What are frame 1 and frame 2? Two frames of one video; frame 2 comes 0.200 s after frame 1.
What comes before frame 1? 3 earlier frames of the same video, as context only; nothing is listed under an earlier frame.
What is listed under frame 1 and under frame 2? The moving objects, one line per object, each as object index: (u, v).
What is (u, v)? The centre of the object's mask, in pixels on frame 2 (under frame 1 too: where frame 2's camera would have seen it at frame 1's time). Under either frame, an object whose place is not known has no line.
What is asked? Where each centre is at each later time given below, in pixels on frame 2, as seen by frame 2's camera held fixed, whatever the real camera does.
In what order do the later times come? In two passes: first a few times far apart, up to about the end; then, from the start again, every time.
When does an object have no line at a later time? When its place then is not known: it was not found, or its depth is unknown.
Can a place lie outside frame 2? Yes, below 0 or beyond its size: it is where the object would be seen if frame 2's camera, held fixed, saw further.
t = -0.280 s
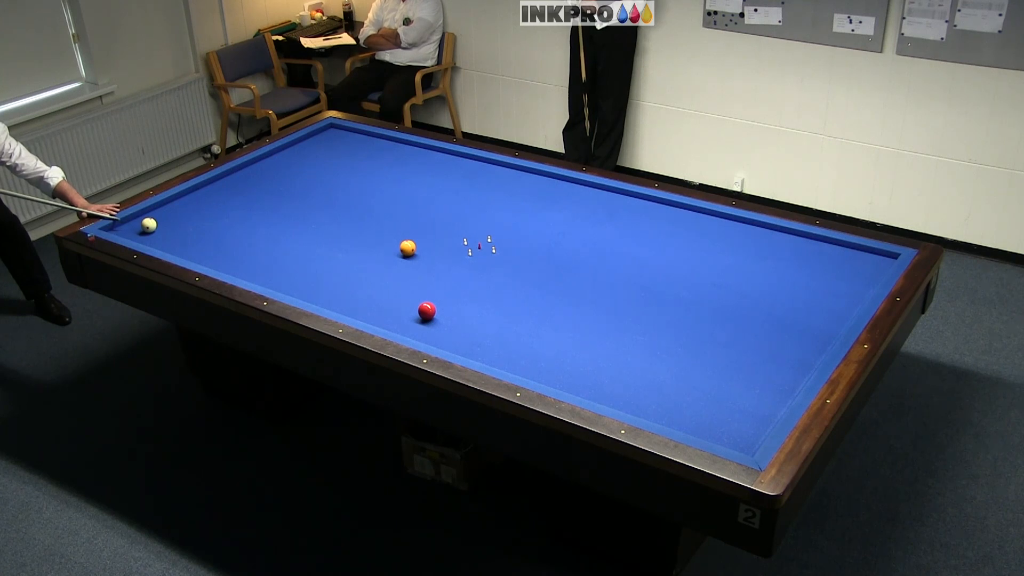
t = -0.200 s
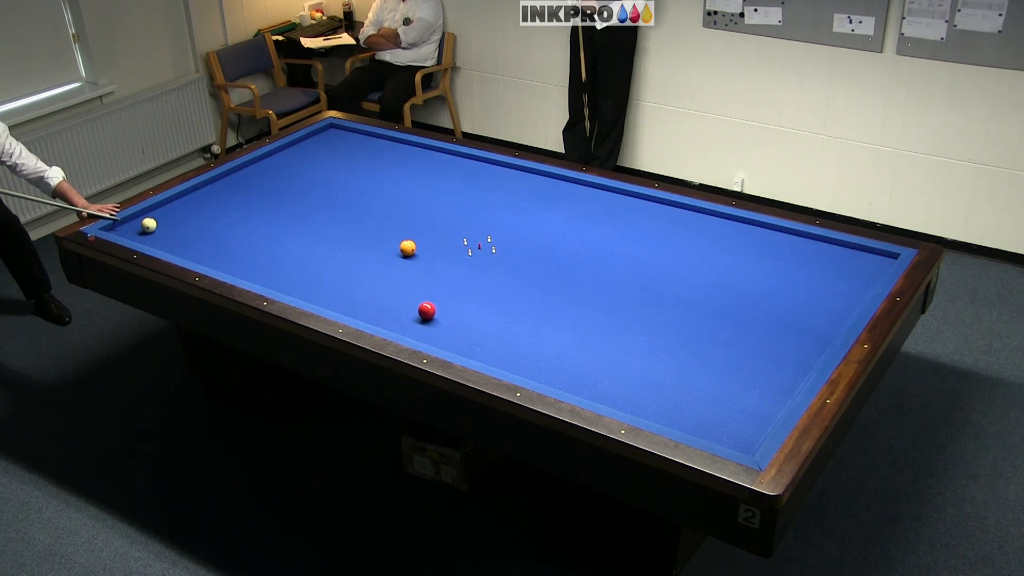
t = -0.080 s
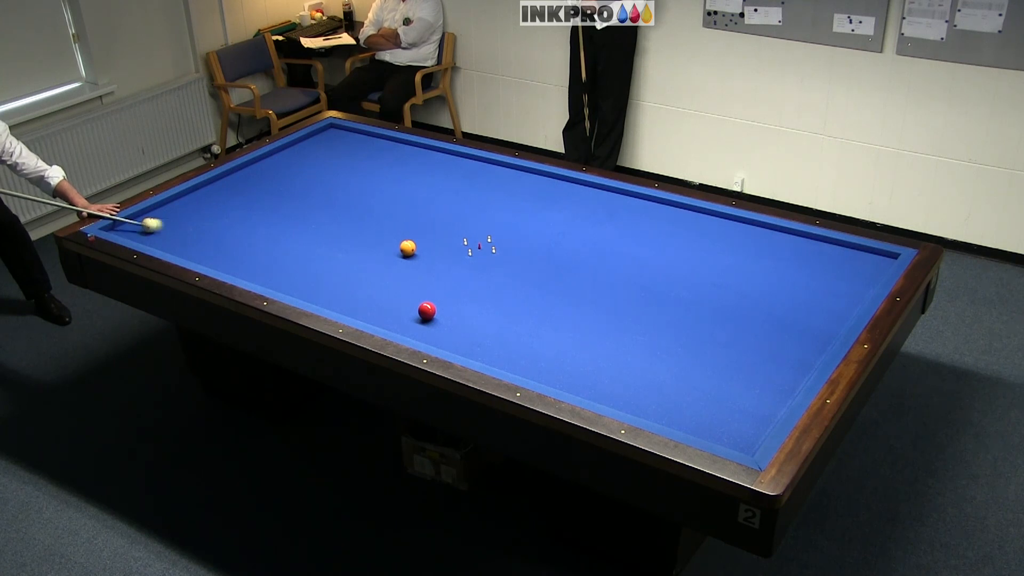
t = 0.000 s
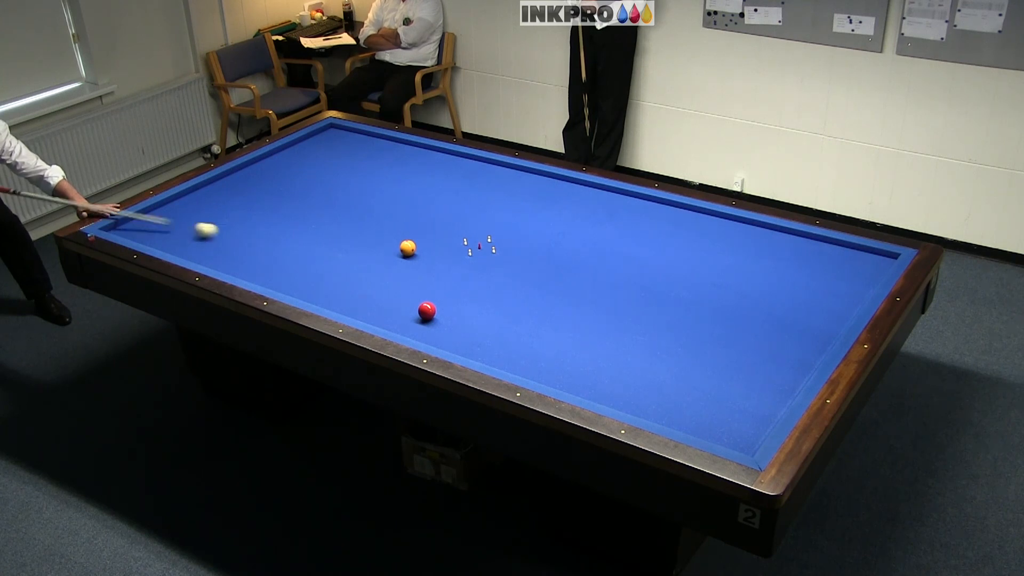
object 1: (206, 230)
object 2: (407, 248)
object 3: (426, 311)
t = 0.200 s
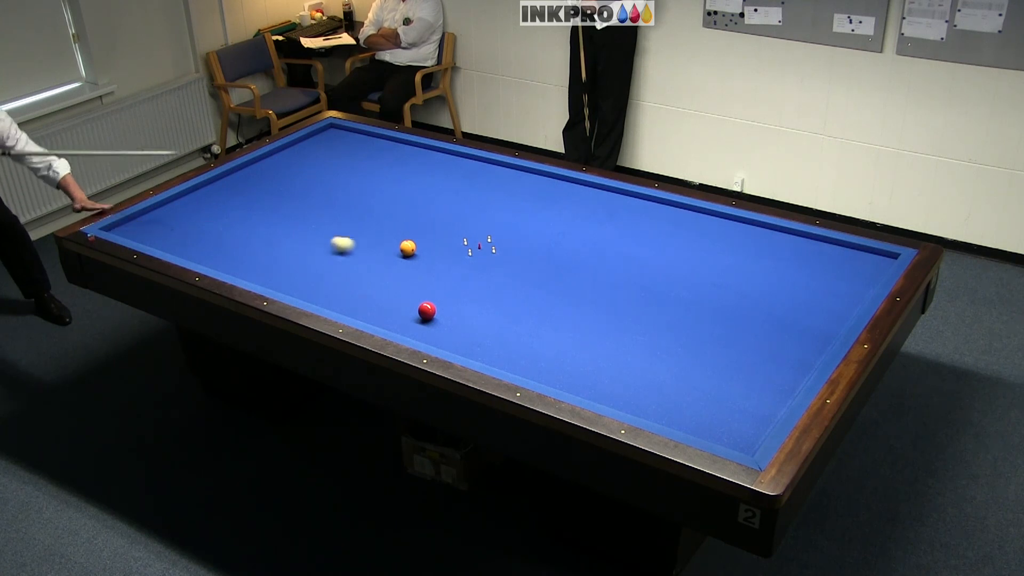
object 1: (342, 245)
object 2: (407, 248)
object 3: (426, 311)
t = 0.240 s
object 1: (369, 247)
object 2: (407, 248)
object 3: (426, 311)
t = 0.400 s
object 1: (399, 264)
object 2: (478, 242)
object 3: (426, 312)
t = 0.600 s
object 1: (412, 284)
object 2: (571, 235)
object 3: (426, 312)
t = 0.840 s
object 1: (427, 302)
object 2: (663, 227)
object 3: (430, 318)
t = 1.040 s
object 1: (435, 308)
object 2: (737, 222)
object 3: (437, 335)
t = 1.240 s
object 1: (442, 313)
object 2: (770, 242)
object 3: (450, 344)
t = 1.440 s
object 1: (450, 318)
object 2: (806, 263)
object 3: (471, 347)
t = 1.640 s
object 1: (456, 322)
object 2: (843, 286)
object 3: (492, 347)
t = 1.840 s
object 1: (463, 327)
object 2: (839, 299)
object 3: (513, 347)
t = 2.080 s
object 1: (471, 332)
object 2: (794, 306)
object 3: (537, 347)
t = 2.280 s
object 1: (477, 336)
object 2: (757, 312)
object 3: (557, 346)
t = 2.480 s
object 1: (483, 340)
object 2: (718, 319)
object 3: (576, 346)
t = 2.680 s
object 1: (489, 343)
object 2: (680, 325)
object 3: (594, 346)
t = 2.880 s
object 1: (494, 347)
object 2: (643, 331)
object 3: (611, 346)
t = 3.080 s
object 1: (499, 350)
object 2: (604, 337)
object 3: (628, 346)
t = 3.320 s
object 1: (505, 354)
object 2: (559, 344)
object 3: (647, 345)
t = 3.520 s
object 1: (508, 357)
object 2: (523, 348)
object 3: (663, 345)
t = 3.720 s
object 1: (501, 362)
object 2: (503, 343)
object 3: (678, 345)
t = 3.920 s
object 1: (507, 359)
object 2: (485, 339)
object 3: (691, 344)
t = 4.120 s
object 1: (513, 354)
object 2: (468, 335)
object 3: (705, 344)
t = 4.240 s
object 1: (517, 351)
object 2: (458, 332)
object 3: (712, 343)
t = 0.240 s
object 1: (369, 247)
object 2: (407, 248)
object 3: (426, 311)
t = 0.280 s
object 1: (392, 251)
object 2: (411, 247)
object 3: (427, 311)
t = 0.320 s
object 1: (394, 255)
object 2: (434, 246)
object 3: (426, 311)
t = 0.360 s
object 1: (396, 260)
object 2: (456, 244)
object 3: (426, 312)
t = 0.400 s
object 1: (399, 264)
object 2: (478, 242)
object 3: (426, 312)
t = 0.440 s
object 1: (401, 268)
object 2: (499, 240)
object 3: (426, 312)
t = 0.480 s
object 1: (404, 272)
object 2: (518, 239)
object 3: (426, 312)
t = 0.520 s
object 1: (407, 276)
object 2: (537, 237)
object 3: (426, 312)
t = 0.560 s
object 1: (410, 280)
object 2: (555, 236)
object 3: (426, 312)
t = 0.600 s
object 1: (412, 284)
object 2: (571, 235)
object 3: (426, 312)
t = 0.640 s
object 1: (415, 288)
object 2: (587, 233)
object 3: (427, 312)
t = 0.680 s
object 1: (418, 293)
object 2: (602, 232)
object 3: (427, 312)
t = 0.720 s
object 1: (420, 296)
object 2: (618, 231)
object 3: (427, 311)
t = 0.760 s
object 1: (423, 298)
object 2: (633, 230)
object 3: (427, 312)
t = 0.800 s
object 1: (425, 300)
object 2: (648, 228)
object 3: (428, 315)
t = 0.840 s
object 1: (427, 302)
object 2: (663, 227)
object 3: (430, 318)
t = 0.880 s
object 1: (428, 304)
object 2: (678, 226)
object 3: (431, 322)
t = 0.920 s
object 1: (430, 305)
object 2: (693, 225)
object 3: (433, 326)
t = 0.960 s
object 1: (431, 306)
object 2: (707, 224)
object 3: (434, 328)
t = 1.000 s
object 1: (433, 307)
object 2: (722, 223)
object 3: (435, 332)
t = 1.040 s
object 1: (435, 308)
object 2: (737, 222)
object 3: (437, 335)
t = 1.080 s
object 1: (436, 309)
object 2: (746, 224)
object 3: (439, 338)
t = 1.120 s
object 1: (438, 310)
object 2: (751, 229)
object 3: (440, 340)
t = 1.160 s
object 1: (439, 311)
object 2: (757, 233)
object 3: (442, 343)
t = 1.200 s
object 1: (441, 312)
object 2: (764, 238)
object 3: (445, 344)
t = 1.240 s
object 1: (442, 313)
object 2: (770, 242)
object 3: (450, 344)
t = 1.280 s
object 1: (444, 314)
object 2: (777, 246)
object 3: (454, 345)
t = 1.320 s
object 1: (445, 315)
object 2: (784, 250)
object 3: (458, 346)
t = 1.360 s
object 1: (447, 316)
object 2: (791, 254)
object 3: (463, 346)
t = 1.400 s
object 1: (448, 317)
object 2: (799, 259)
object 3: (467, 346)
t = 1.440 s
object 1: (450, 318)
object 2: (806, 263)
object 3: (471, 347)
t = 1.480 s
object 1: (451, 319)
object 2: (813, 267)
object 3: (476, 347)
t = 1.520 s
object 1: (453, 320)
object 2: (821, 272)
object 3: (480, 347)
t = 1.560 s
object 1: (454, 321)
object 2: (828, 276)
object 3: (484, 347)
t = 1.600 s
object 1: (455, 322)
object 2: (836, 281)
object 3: (488, 347)
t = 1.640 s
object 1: (456, 322)
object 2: (843, 286)
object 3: (492, 347)
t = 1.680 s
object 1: (458, 323)
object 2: (851, 290)
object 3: (497, 347)
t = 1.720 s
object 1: (459, 324)
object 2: (859, 295)
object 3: (501, 347)
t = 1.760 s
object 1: (461, 325)
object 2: (856, 297)
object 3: (505, 347)
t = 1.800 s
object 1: (462, 326)
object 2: (847, 298)
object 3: (509, 347)
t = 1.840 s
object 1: (463, 327)
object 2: (839, 299)
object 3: (513, 347)
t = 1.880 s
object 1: (465, 328)
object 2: (831, 301)
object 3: (517, 347)
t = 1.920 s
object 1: (466, 329)
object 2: (824, 302)
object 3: (521, 347)
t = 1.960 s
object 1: (467, 329)
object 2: (817, 303)
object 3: (525, 347)
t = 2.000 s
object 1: (469, 330)
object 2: (809, 304)
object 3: (530, 347)
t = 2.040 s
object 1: (470, 331)
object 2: (801, 305)
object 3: (533, 347)
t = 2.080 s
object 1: (471, 332)
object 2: (794, 306)
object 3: (537, 347)
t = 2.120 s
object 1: (472, 333)
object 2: (786, 308)
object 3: (541, 347)
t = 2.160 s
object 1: (474, 334)
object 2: (779, 309)
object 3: (546, 347)
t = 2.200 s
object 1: (475, 334)
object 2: (771, 310)
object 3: (549, 347)
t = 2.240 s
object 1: (476, 335)
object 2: (764, 311)
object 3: (553, 347)
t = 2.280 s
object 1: (477, 336)
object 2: (757, 312)
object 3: (557, 346)
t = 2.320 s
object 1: (479, 336)
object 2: (749, 314)
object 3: (561, 346)
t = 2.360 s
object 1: (480, 337)
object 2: (741, 315)
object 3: (565, 347)
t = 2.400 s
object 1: (481, 338)
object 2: (733, 316)
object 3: (568, 346)
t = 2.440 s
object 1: (482, 339)
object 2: (726, 318)
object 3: (572, 346)
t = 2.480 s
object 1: (483, 340)
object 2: (718, 319)
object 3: (576, 346)
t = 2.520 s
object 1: (484, 340)
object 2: (711, 320)
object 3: (579, 346)
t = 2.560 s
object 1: (486, 341)
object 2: (703, 321)
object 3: (583, 346)
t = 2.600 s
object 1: (487, 342)
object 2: (696, 322)
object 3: (587, 346)
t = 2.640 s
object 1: (488, 342)
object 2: (688, 323)
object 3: (590, 346)
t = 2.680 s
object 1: (489, 343)
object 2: (680, 325)
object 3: (594, 346)
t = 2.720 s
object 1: (490, 344)
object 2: (673, 326)
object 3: (597, 346)
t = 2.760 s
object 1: (491, 345)
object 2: (665, 327)
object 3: (601, 346)
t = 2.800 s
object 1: (492, 345)
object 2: (658, 328)
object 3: (604, 346)
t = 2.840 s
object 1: (493, 346)
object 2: (650, 329)
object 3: (608, 346)
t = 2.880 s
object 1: (494, 347)
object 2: (643, 331)
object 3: (611, 346)
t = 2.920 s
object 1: (495, 347)
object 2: (635, 332)
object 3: (614, 346)
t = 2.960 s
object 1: (496, 348)
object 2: (628, 331)
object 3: (618, 346)
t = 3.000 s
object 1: (497, 349)
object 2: (620, 331)
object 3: (621, 346)
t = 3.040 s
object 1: (498, 349)
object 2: (611, 335)
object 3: (625, 345)
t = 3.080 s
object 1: (499, 350)
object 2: (604, 337)
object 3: (628, 346)
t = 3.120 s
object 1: (500, 351)
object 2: (597, 338)
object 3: (631, 346)
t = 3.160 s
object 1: (501, 351)
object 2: (589, 339)
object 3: (635, 346)
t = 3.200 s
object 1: (502, 352)
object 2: (582, 340)
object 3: (638, 346)
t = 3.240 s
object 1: (503, 353)
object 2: (574, 341)
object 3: (641, 346)
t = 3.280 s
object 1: (504, 353)
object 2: (566, 343)
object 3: (644, 345)
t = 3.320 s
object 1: (505, 354)
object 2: (559, 344)
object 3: (647, 345)
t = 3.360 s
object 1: (506, 354)
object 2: (551, 345)
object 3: (651, 345)
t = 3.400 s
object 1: (507, 355)
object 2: (544, 346)
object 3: (654, 345)
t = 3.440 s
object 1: (507, 355)
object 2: (536, 347)
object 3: (657, 345)
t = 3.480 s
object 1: (508, 356)
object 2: (529, 348)
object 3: (660, 345)
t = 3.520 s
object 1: (508, 357)
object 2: (523, 348)
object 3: (663, 345)
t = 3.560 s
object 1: (505, 360)
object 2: (519, 347)
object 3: (666, 345)
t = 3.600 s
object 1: (503, 361)
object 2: (515, 346)
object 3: (669, 345)
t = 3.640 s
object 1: (501, 362)
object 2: (511, 345)
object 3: (672, 345)
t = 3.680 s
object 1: (500, 363)
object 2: (507, 344)
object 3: (675, 345)
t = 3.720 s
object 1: (501, 362)
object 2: (503, 343)
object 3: (678, 345)
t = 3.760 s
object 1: (503, 362)
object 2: (500, 342)
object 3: (680, 344)
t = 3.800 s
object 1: (504, 361)
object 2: (496, 342)
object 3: (683, 344)
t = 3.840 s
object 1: (505, 361)
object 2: (492, 341)
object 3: (686, 344)
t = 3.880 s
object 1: (506, 360)
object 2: (489, 340)
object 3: (689, 344)
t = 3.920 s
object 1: (507, 359)
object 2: (485, 339)
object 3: (691, 344)
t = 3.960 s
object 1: (509, 358)
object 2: (482, 338)
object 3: (694, 344)
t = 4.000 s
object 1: (510, 357)
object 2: (478, 337)
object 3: (697, 344)
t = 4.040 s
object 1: (511, 356)
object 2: (474, 336)
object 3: (699, 344)
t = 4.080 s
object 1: (512, 355)
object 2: (471, 336)
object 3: (702, 344)
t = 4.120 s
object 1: (513, 354)
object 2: (468, 335)
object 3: (705, 344)
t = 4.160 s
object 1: (515, 353)
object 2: (464, 334)
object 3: (707, 344)
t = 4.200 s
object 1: (516, 352)
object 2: (461, 333)
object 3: (710, 343)
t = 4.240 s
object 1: (517, 351)
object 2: (458, 332)
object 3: (712, 343)
